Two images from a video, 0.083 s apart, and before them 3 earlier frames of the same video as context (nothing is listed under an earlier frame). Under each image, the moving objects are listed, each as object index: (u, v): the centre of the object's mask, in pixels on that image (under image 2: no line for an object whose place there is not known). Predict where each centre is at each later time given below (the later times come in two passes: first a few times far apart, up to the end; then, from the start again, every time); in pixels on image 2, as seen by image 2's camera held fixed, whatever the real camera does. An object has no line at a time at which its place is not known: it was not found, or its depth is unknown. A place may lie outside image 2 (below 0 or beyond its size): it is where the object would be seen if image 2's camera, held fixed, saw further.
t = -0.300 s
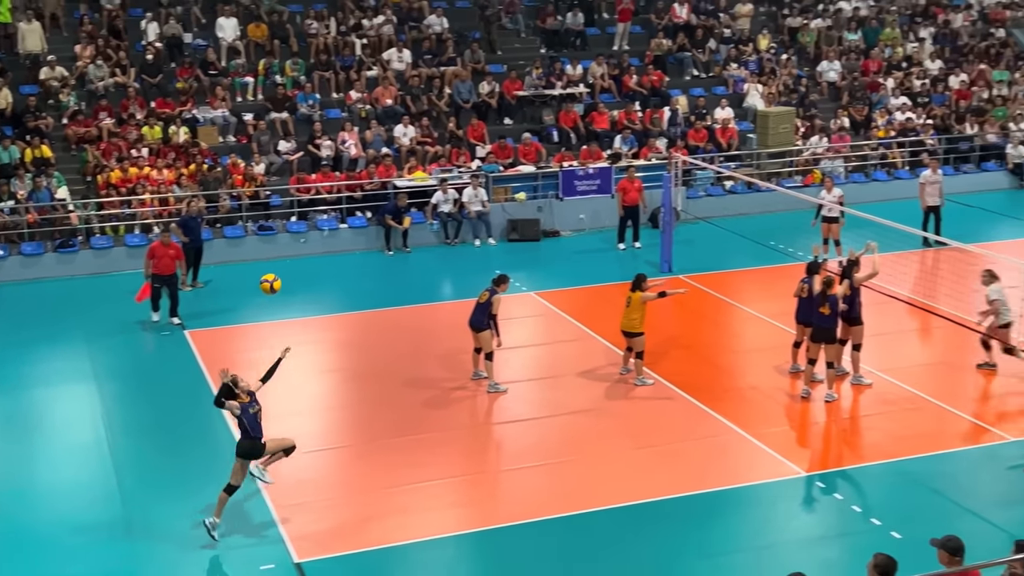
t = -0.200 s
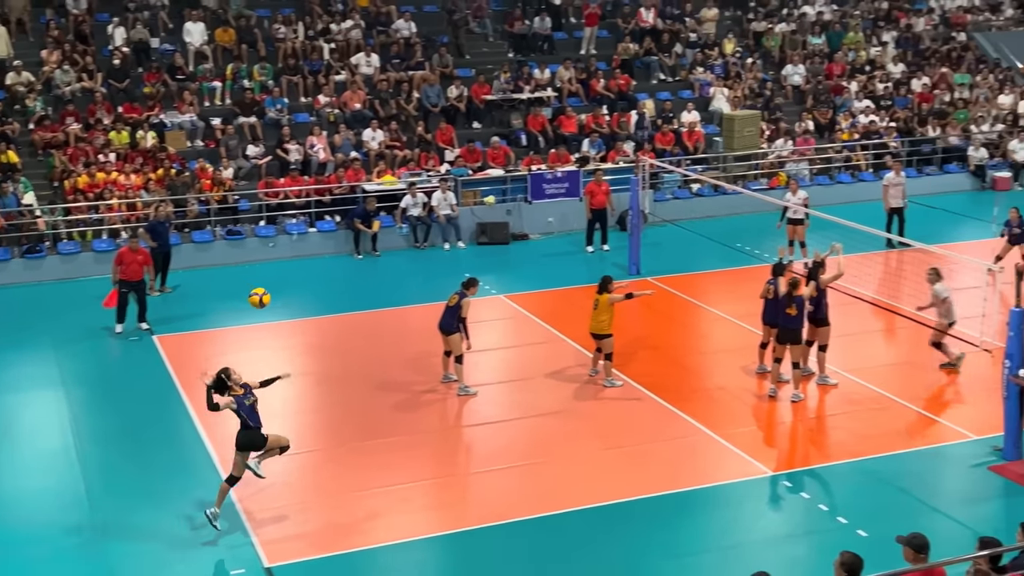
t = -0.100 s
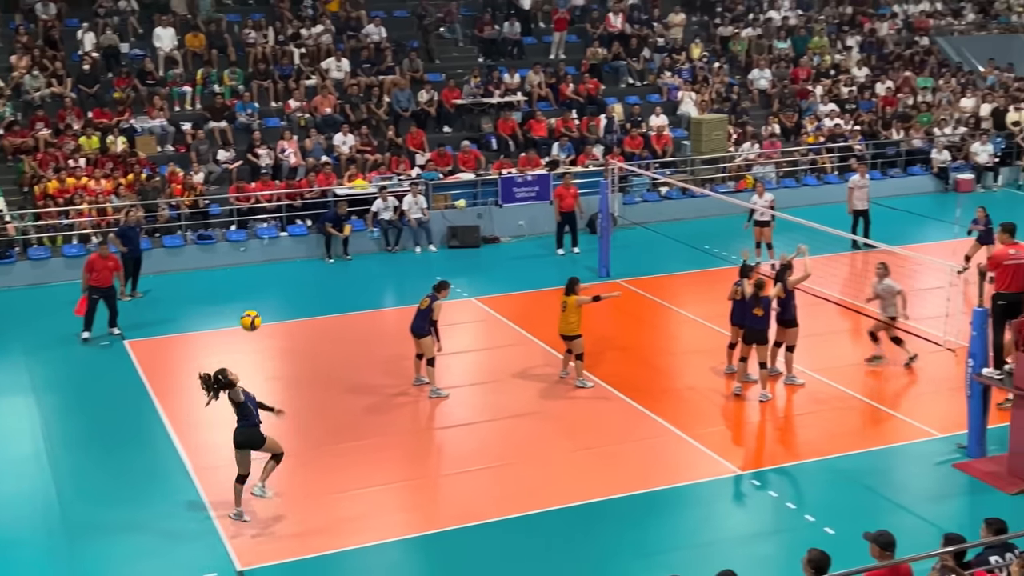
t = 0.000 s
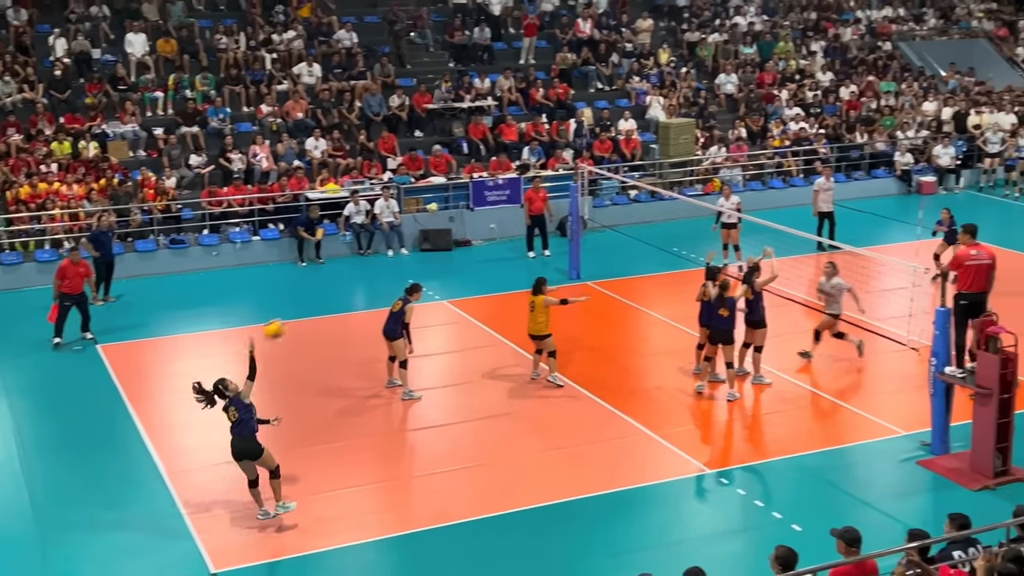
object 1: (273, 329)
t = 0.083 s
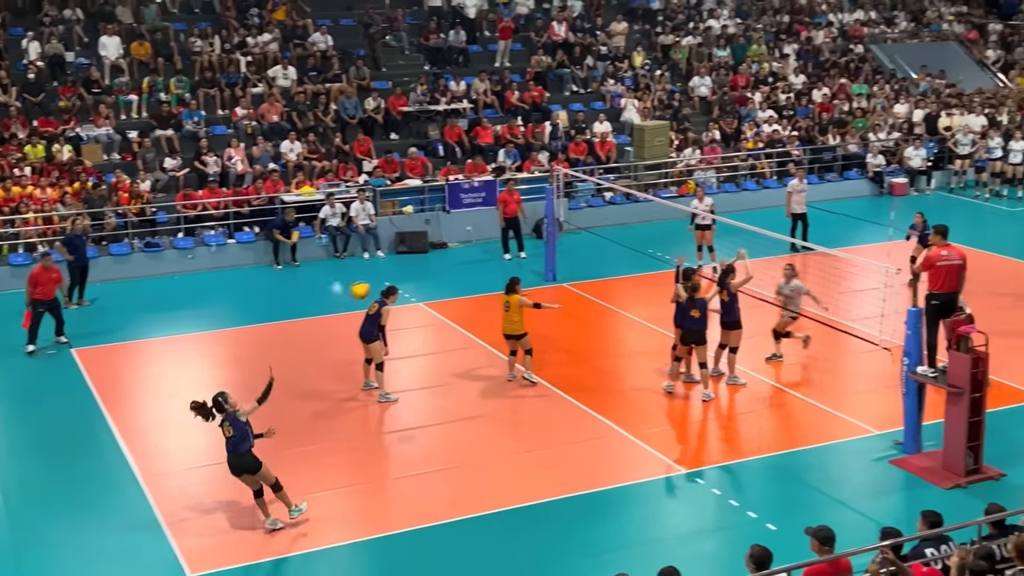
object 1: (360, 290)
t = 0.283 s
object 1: (574, 225)
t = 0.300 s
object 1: (588, 222)
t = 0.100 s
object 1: (380, 283)
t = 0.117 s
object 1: (400, 277)
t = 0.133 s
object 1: (419, 270)
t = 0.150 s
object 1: (438, 264)
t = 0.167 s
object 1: (457, 258)
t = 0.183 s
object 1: (474, 253)
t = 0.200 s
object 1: (492, 248)
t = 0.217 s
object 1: (509, 243)
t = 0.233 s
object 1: (526, 238)
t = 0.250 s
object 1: (542, 233)
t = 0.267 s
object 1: (558, 229)
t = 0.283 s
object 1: (574, 225)
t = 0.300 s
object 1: (588, 222)
